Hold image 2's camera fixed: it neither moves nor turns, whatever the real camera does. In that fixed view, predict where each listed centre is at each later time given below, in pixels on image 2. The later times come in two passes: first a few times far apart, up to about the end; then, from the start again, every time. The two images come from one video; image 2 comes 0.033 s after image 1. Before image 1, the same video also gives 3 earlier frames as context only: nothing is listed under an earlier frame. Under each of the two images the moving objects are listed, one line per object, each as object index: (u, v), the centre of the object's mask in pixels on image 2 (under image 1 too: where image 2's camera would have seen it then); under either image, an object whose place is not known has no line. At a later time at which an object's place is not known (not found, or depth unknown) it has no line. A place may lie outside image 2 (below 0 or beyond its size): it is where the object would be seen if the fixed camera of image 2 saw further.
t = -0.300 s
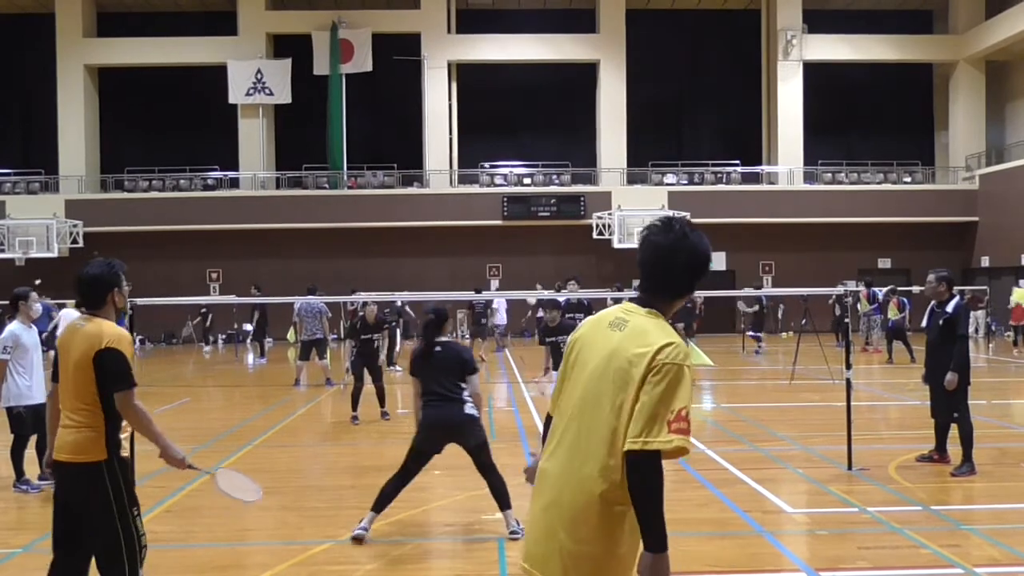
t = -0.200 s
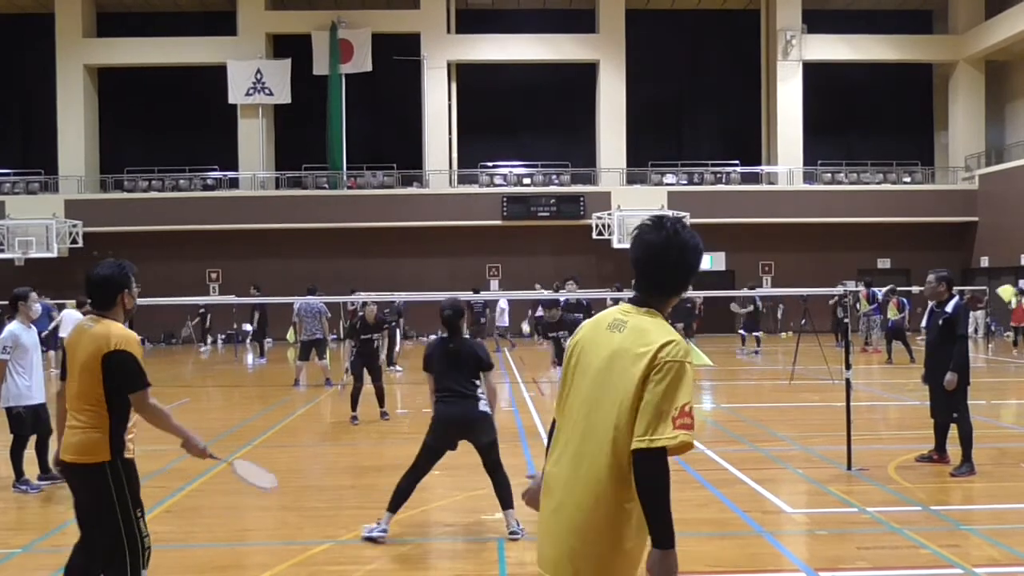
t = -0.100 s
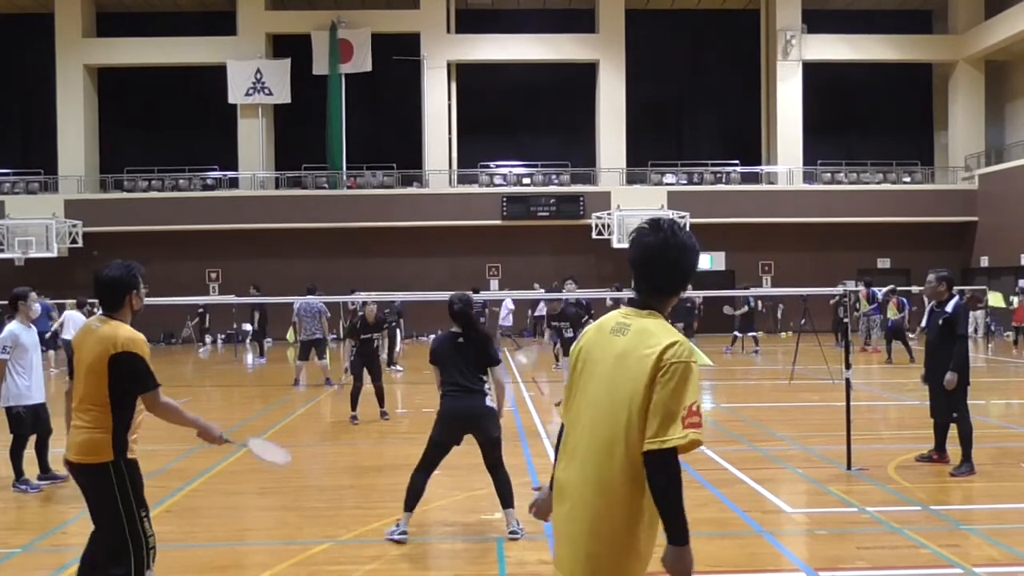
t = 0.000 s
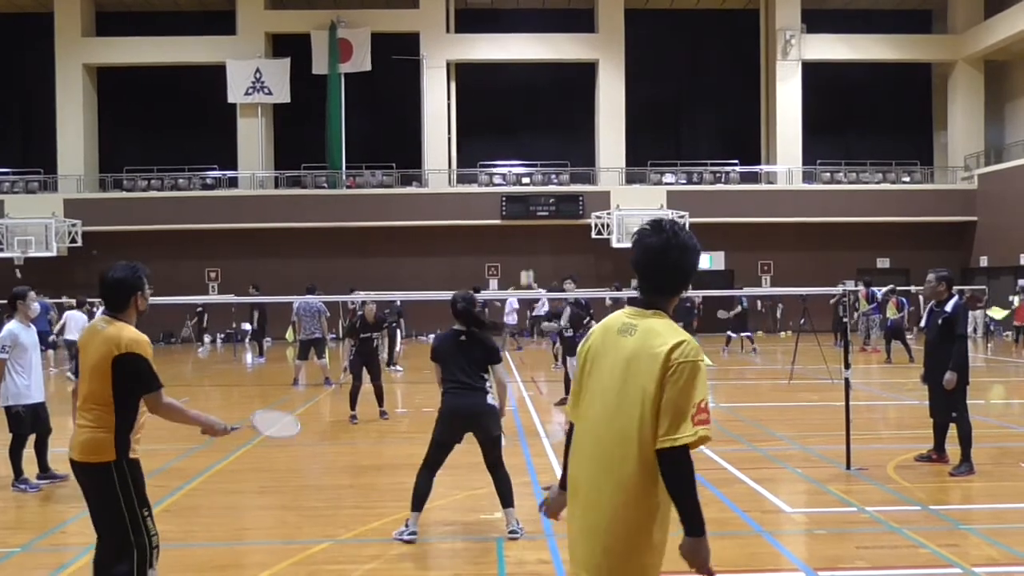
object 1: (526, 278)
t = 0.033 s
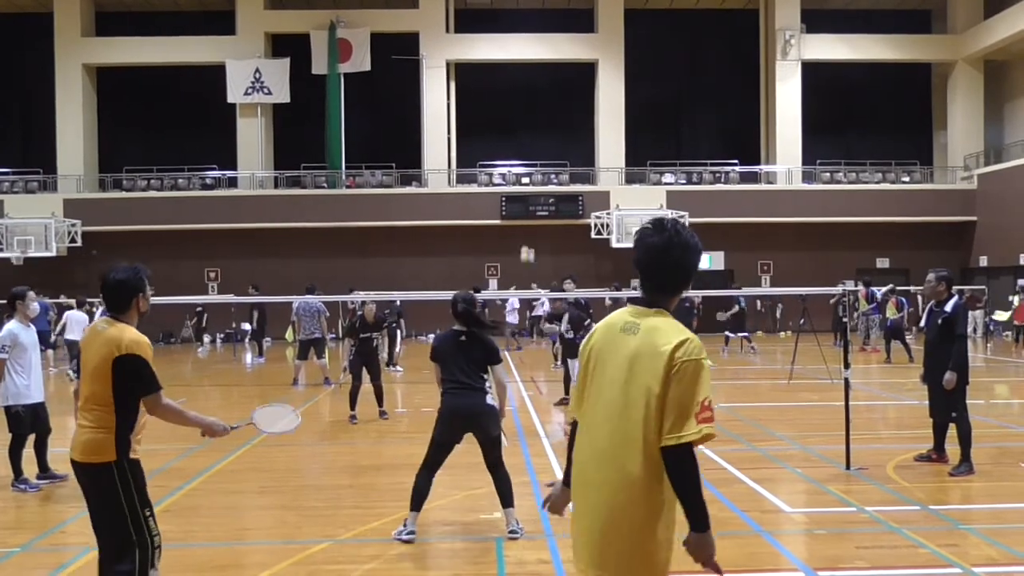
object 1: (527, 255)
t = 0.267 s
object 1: (535, 138)
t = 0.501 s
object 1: (544, 93)
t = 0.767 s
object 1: (549, 144)
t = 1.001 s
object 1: (556, 274)
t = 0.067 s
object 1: (527, 234)
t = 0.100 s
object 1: (527, 212)
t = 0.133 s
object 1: (528, 197)
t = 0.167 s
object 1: (532, 178)
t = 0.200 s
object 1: (533, 161)
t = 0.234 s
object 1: (533, 149)
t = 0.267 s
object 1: (535, 138)
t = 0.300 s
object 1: (536, 127)
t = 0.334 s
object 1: (538, 118)
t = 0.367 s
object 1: (540, 109)
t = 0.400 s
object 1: (542, 102)
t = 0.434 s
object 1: (543, 97)
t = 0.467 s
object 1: (543, 94)
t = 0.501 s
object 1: (544, 93)
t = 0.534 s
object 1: (544, 93)
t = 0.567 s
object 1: (545, 95)
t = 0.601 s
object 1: (545, 99)
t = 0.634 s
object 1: (546, 105)
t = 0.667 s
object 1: (547, 112)
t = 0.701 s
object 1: (548, 122)
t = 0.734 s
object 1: (549, 132)
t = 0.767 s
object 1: (549, 144)
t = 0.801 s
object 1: (550, 157)
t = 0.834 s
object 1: (551, 171)
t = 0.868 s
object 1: (552, 189)
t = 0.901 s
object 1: (553, 206)
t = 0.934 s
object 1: (554, 228)
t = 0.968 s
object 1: (555, 250)
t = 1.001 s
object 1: (556, 274)
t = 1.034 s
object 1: (559, 300)
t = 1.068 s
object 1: (561, 335)
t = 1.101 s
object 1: (560, 356)
